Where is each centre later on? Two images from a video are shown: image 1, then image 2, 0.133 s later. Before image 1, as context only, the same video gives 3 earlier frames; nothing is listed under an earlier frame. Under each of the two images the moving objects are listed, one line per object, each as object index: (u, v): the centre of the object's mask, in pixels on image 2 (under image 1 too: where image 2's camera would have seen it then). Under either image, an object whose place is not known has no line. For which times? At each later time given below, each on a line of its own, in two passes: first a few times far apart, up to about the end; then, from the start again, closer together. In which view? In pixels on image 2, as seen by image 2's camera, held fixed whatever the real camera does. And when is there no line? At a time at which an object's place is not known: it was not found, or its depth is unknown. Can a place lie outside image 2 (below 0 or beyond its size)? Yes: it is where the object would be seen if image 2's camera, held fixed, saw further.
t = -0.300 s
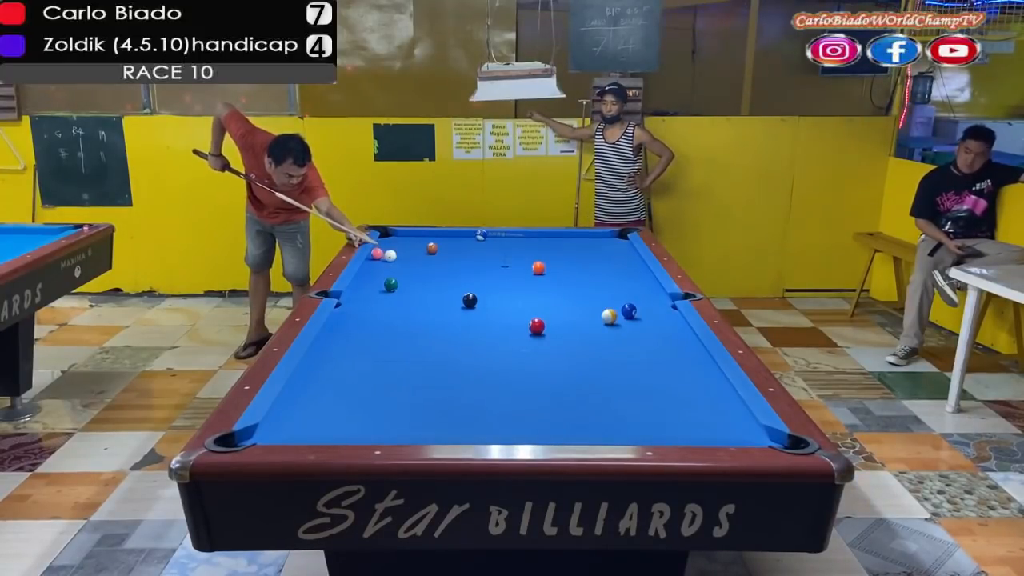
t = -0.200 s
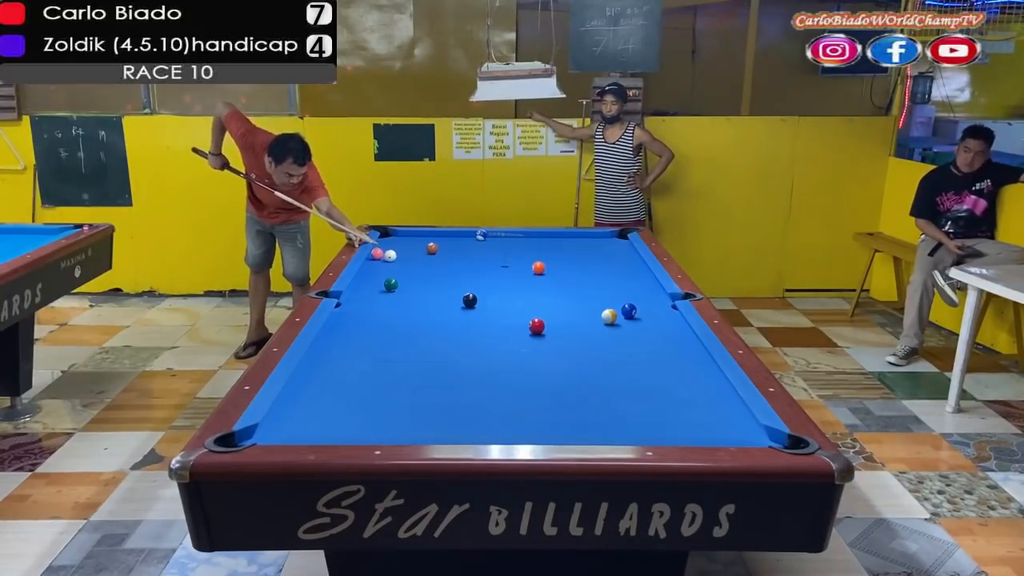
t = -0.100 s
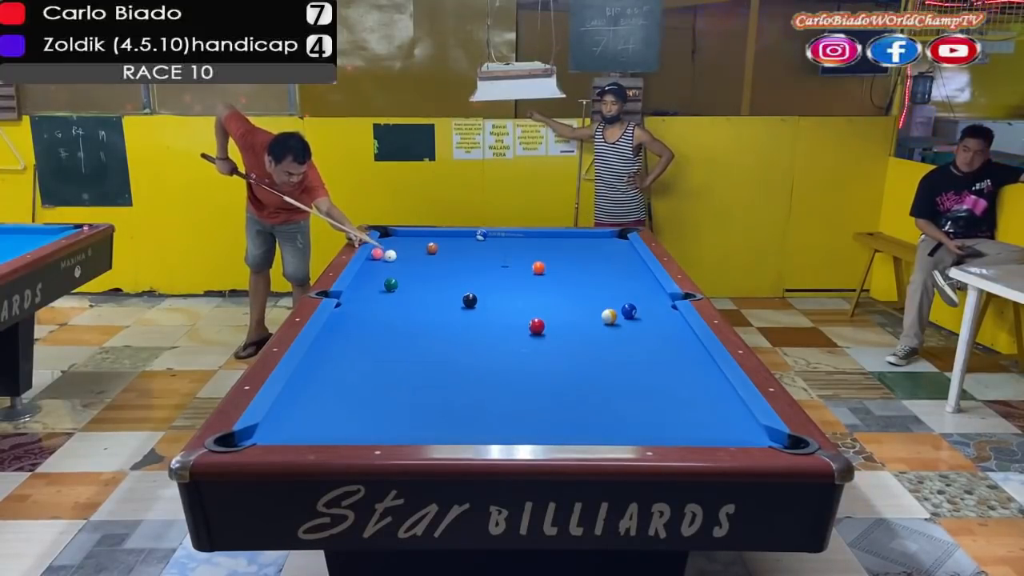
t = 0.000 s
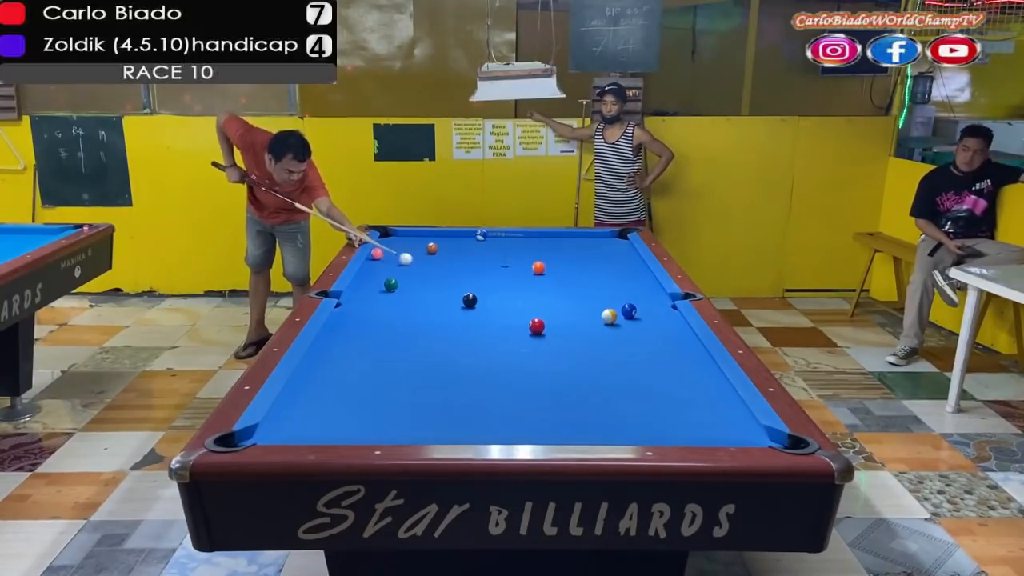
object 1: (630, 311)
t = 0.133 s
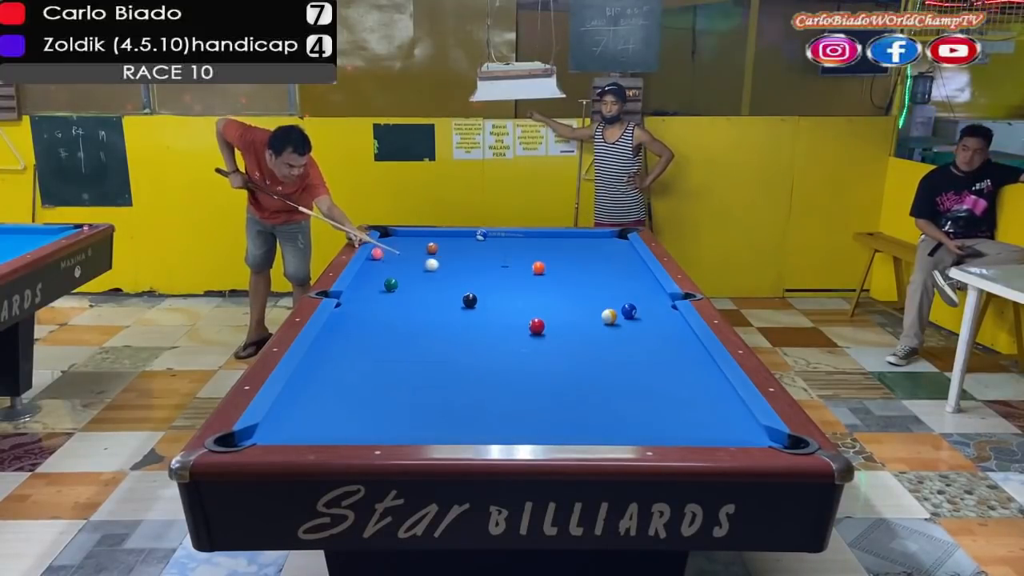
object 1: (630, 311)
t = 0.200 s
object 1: (630, 311)
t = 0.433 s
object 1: (630, 311)
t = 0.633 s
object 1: (630, 311)
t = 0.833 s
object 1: (630, 312)
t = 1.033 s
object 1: (644, 317)
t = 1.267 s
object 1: (677, 328)
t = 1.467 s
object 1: (681, 337)
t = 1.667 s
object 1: (674, 344)
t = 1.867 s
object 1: (667, 351)
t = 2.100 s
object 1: (659, 359)
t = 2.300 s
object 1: (653, 366)
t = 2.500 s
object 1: (646, 374)
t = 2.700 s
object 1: (639, 381)
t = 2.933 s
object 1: (632, 389)
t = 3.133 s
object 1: (625, 396)
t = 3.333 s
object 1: (618, 402)
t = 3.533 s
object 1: (611, 408)
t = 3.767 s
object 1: (604, 415)
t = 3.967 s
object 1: (599, 420)
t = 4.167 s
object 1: (593, 424)
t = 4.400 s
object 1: (587, 428)
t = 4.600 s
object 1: (582, 430)
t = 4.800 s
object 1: (579, 430)
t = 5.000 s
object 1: (576, 429)
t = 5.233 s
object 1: (574, 429)
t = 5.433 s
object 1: (573, 428)
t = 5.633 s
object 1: (572, 428)
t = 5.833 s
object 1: (572, 428)
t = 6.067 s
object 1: (572, 428)
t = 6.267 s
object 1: (572, 429)
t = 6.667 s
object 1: (572, 429)
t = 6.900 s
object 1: (572, 428)
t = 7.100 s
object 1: (572, 429)
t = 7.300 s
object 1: (572, 428)
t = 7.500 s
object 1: (572, 428)
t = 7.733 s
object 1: (572, 428)
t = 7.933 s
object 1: (572, 428)
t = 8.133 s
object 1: (572, 428)
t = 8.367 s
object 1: (572, 428)
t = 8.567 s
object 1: (572, 428)
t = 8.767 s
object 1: (572, 428)
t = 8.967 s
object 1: (572, 428)
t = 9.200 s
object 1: (572, 428)
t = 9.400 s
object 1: (572, 428)
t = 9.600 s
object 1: (572, 428)
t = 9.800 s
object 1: (572, 428)
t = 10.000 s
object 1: (572, 428)
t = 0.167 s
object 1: (630, 311)
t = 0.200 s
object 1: (630, 311)
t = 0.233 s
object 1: (630, 311)
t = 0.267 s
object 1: (630, 311)
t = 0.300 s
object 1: (630, 311)
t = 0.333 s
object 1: (630, 311)
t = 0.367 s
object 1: (630, 311)
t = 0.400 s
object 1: (630, 311)
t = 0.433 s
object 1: (630, 311)
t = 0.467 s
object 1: (630, 311)
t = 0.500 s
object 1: (630, 311)
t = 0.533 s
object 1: (630, 311)
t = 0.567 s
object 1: (630, 311)
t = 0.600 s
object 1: (630, 311)
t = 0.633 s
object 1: (630, 311)
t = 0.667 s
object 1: (630, 311)
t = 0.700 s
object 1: (630, 311)
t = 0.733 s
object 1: (630, 312)
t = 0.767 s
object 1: (630, 312)
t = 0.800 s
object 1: (630, 311)
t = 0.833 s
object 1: (630, 312)
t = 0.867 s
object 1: (630, 311)
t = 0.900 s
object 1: (630, 311)
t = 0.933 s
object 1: (629, 312)
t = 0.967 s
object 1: (632, 312)
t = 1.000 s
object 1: (638, 315)
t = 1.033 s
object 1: (644, 317)
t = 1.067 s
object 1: (648, 318)
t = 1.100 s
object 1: (653, 320)
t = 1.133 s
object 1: (658, 322)
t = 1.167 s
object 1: (662, 323)
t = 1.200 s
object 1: (667, 325)
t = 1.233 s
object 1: (672, 327)
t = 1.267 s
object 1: (677, 328)
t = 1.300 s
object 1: (682, 330)
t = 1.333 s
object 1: (686, 332)
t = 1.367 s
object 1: (684, 333)
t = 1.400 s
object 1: (683, 335)
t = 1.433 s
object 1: (682, 335)
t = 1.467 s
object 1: (681, 337)
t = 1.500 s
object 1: (680, 338)
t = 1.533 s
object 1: (679, 339)
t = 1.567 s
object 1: (678, 340)
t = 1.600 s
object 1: (676, 341)
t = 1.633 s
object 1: (675, 343)
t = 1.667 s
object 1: (674, 344)
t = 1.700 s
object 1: (673, 345)
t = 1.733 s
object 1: (672, 346)
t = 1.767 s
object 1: (671, 347)
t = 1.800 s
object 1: (670, 348)
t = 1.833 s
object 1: (668, 350)
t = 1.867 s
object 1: (667, 351)
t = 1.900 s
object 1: (666, 352)
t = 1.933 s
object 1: (665, 353)
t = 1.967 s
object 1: (664, 355)
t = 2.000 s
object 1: (663, 356)
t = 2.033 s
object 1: (662, 357)
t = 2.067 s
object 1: (660, 358)
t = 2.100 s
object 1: (659, 359)
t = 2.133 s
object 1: (658, 361)
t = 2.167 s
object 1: (657, 362)
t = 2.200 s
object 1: (656, 363)
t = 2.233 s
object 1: (655, 364)
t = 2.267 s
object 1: (654, 365)
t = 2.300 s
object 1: (653, 366)
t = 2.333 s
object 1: (652, 368)
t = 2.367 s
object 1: (651, 369)
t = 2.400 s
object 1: (649, 370)
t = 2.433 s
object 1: (648, 371)
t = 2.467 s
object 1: (647, 372)
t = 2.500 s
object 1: (646, 374)
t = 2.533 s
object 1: (645, 375)
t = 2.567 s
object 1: (644, 376)
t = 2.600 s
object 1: (643, 377)
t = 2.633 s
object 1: (642, 378)
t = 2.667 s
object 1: (641, 380)
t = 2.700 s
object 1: (639, 381)
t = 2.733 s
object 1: (638, 382)
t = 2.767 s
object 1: (637, 383)
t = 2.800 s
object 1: (636, 384)
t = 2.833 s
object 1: (635, 386)
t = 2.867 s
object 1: (634, 387)
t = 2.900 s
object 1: (633, 388)
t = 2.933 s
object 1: (632, 389)
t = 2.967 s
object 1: (630, 390)
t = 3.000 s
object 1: (629, 391)
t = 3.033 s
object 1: (628, 392)
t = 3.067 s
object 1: (627, 393)
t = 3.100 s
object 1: (626, 394)
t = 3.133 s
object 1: (625, 396)
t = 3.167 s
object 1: (624, 396)
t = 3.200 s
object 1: (623, 397)
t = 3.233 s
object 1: (622, 399)
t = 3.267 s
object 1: (620, 400)
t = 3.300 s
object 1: (619, 401)
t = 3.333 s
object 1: (618, 402)
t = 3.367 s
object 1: (617, 403)
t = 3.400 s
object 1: (616, 404)
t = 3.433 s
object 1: (615, 405)
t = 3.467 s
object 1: (614, 406)
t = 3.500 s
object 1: (612, 407)
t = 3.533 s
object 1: (611, 408)
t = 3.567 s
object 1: (610, 409)
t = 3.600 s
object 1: (610, 410)
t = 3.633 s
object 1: (608, 411)
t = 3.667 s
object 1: (607, 412)
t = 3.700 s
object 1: (606, 413)
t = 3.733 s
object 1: (605, 414)
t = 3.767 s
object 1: (604, 415)
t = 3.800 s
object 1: (603, 416)
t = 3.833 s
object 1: (602, 417)
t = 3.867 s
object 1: (601, 417)
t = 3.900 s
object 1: (600, 419)
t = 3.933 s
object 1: (599, 419)
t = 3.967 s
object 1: (599, 420)
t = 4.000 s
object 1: (598, 421)
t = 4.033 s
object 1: (597, 422)
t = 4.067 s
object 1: (596, 423)
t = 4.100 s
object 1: (595, 423)
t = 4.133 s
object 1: (594, 424)
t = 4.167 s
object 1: (593, 424)
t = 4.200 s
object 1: (592, 425)
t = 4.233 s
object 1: (592, 426)
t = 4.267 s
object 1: (591, 426)
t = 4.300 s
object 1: (590, 426)
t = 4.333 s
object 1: (589, 427)
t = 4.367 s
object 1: (588, 427)
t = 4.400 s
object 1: (587, 428)
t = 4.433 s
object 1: (586, 428)
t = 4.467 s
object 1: (585, 429)
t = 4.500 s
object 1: (584, 429)
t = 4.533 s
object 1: (583, 430)
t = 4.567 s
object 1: (583, 430)
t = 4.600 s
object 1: (582, 430)
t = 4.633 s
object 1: (581, 430)
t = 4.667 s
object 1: (581, 431)
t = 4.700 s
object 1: (580, 430)
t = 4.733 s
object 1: (579, 430)
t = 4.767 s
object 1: (579, 430)
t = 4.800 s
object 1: (579, 430)
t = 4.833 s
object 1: (578, 430)
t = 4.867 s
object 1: (578, 430)
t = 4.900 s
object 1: (577, 430)
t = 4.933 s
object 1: (577, 429)
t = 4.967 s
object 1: (576, 429)
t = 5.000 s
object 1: (576, 429)
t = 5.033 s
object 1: (576, 429)
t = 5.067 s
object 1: (575, 429)
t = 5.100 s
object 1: (575, 429)
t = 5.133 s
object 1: (575, 429)
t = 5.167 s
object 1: (574, 429)
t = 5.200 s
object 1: (574, 429)
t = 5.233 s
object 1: (574, 429)
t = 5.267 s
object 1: (573, 429)
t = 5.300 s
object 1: (573, 429)
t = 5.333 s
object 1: (573, 429)
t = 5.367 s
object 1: (573, 428)
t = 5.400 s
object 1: (573, 428)
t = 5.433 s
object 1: (573, 428)
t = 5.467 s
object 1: (572, 428)
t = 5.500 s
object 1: (572, 428)
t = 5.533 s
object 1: (572, 428)
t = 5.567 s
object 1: (572, 428)
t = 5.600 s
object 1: (572, 428)
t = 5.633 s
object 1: (572, 428)
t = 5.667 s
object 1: (572, 428)
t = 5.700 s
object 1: (572, 428)
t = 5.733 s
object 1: (572, 428)
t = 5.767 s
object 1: (572, 428)
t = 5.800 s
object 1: (572, 428)
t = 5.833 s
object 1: (572, 428)
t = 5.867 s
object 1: (572, 428)
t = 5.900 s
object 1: (572, 428)
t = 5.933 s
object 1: (572, 428)
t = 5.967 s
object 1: (572, 428)
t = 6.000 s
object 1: (572, 428)
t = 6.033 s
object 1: (572, 428)
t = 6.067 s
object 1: (572, 428)
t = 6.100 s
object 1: (572, 429)
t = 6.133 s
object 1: (572, 428)
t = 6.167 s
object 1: (572, 428)
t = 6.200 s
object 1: (572, 428)
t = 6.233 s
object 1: (572, 429)
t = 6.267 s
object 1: (572, 429)
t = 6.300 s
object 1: (579, 428)
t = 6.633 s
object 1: (567, 429)
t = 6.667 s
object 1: (572, 429)
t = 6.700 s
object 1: (572, 428)
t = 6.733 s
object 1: (572, 429)
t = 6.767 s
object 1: (572, 428)
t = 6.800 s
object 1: (572, 428)
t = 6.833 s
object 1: (572, 428)
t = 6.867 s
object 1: (572, 429)
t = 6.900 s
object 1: (572, 428)
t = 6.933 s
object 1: (572, 428)
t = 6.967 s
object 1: (572, 429)
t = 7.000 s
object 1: (572, 429)
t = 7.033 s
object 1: (572, 429)
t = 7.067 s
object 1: (572, 429)
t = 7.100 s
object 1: (572, 429)
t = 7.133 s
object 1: (572, 429)
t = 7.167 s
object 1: (572, 429)
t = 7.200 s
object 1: (572, 428)
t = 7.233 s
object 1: (572, 428)
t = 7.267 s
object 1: (572, 428)
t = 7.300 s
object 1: (572, 428)
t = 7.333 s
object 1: (572, 428)
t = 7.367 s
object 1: (572, 428)
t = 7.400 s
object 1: (572, 428)
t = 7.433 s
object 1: (572, 428)
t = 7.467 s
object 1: (572, 428)
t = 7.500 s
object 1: (572, 428)
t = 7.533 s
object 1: (572, 428)
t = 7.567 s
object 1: (572, 428)
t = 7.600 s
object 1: (572, 428)
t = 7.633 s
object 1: (572, 428)
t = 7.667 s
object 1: (572, 428)
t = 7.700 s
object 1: (572, 428)
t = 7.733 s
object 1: (572, 428)
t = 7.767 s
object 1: (572, 428)
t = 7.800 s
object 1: (572, 428)
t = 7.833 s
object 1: (572, 428)
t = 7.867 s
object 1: (572, 428)
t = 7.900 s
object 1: (572, 428)
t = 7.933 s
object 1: (572, 428)
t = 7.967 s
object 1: (572, 428)
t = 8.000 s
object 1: (572, 428)
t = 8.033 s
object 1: (572, 429)
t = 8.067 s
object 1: (572, 428)
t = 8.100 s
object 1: (572, 428)
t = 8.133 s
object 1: (572, 428)
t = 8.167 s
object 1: (572, 428)
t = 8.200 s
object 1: (572, 428)
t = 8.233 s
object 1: (572, 428)
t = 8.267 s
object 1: (572, 428)
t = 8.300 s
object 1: (572, 428)
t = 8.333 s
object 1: (572, 428)
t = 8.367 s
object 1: (572, 428)
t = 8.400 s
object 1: (572, 428)
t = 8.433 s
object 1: (572, 428)
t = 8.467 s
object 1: (572, 428)
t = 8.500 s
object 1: (572, 428)
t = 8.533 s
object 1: (572, 428)
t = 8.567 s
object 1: (572, 428)
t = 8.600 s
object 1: (572, 428)
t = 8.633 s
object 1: (572, 428)
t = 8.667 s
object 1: (572, 428)
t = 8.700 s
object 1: (572, 428)
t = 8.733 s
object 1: (572, 428)
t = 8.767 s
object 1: (572, 428)
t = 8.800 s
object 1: (572, 428)
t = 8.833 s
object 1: (572, 428)
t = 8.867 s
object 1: (572, 428)
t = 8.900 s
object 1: (572, 428)
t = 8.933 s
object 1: (572, 428)
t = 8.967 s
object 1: (572, 428)
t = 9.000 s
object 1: (572, 428)
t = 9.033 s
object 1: (572, 428)
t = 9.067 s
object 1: (572, 428)
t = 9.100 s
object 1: (572, 428)
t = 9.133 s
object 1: (572, 428)
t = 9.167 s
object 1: (572, 428)
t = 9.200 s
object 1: (572, 428)
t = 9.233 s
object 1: (572, 428)
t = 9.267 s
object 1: (572, 428)
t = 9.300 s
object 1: (572, 428)
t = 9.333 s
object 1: (572, 428)
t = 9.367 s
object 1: (572, 428)
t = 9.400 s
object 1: (572, 428)
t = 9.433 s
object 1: (572, 428)
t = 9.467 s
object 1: (572, 428)
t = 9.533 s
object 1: (572, 428)
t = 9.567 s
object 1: (572, 428)
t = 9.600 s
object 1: (572, 428)
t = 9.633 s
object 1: (572, 428)
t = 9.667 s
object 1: (572, 428)
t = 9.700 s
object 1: (572, 428)
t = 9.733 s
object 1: (572, 428)
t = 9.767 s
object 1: (572, 428)
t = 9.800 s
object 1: (572, 428)
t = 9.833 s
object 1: (572, 428)
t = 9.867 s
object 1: (572, 428)
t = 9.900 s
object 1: (572, 428)
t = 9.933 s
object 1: (572, 428)
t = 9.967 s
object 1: (572, 428)
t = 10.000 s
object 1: (572, 428)
